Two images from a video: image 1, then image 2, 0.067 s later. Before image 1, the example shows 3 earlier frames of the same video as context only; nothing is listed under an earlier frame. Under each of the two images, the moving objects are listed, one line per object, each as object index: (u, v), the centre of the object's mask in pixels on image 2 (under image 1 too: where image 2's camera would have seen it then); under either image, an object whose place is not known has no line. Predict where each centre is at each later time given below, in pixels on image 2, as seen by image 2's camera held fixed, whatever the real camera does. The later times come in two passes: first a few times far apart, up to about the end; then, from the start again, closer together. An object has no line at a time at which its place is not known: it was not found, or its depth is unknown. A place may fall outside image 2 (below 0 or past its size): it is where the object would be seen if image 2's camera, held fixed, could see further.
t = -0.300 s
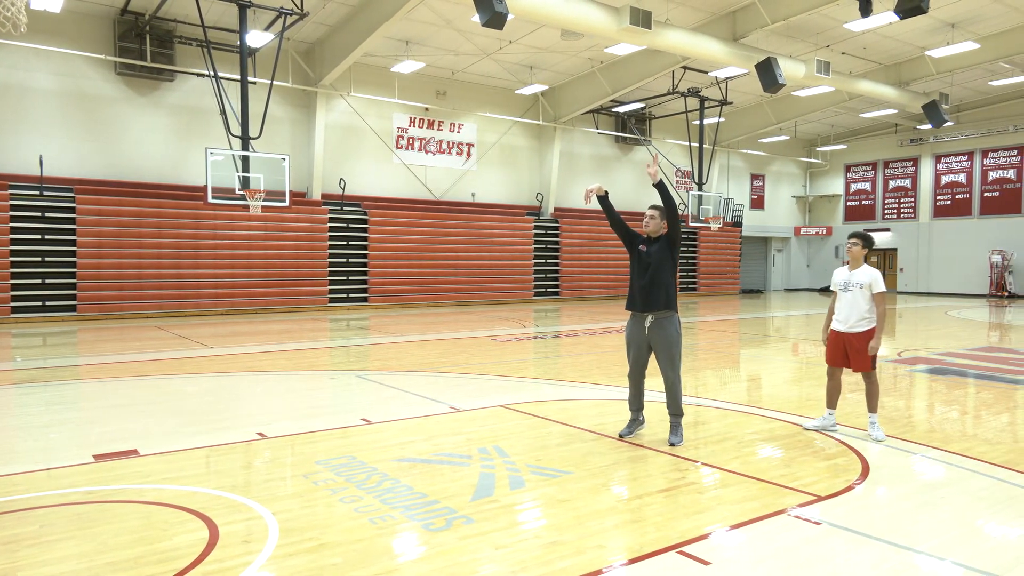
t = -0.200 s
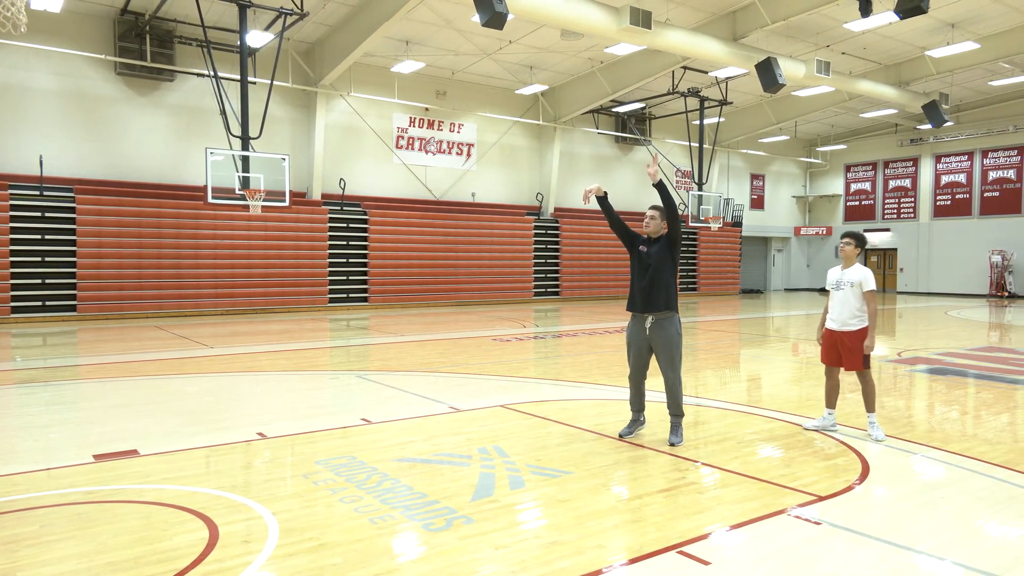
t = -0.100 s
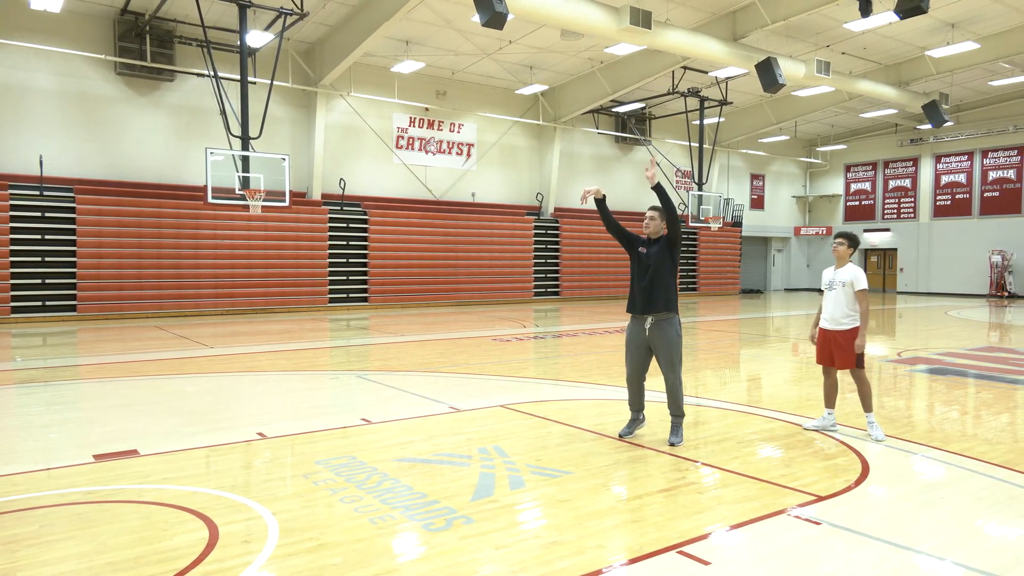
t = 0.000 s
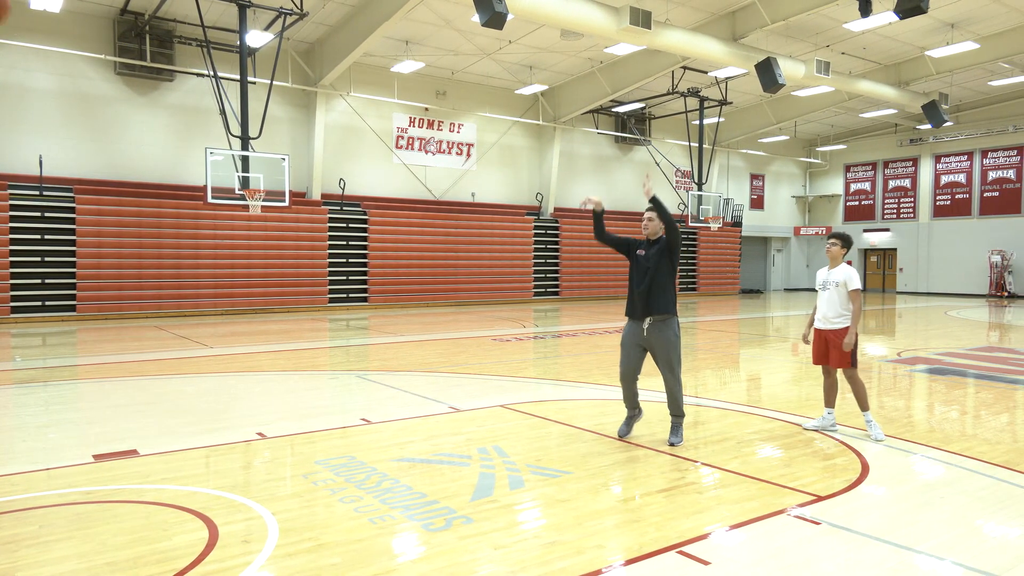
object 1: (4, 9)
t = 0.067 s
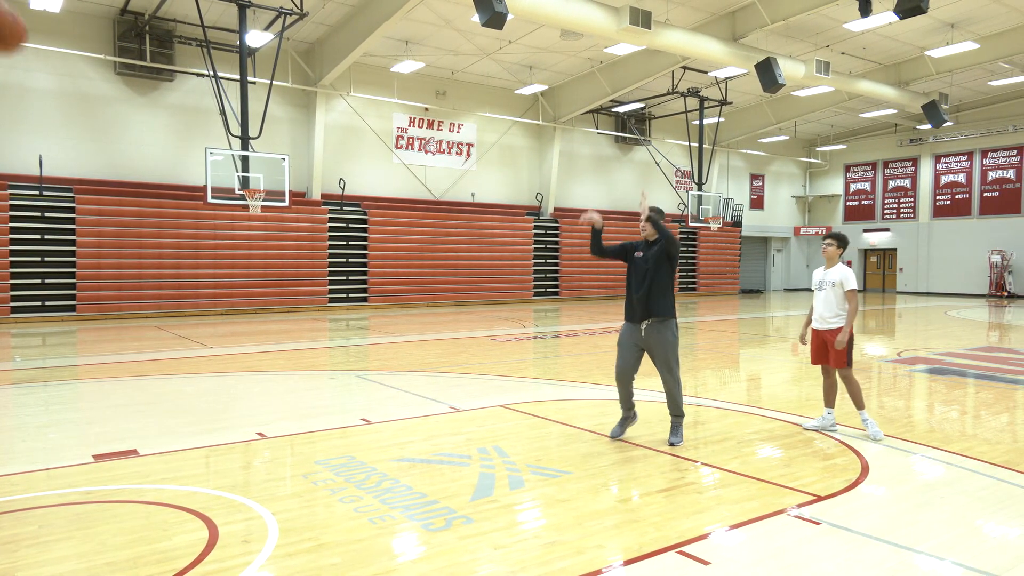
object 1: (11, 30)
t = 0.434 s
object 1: (89, 319)
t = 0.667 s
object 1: (139, 448)
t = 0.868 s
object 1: (180, 310)
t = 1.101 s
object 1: (225, 239)
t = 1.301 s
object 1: (261, 246)
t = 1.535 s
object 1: (299, 330)
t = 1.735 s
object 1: (329, 457)
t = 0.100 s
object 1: (15, 46)
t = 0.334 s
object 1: (67, 220)
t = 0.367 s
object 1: (74, 252)
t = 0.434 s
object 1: (89, 319)
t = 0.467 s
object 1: (96, 355)
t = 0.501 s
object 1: (103, 393)
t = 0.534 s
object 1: (111, 429)
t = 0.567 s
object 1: (118, 471)
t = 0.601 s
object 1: (125, 510)
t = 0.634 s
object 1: (132, 478)
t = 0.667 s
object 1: (139, 448)
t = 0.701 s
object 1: (146, 420)
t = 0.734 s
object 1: (153, 394)
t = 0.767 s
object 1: (159, 371)
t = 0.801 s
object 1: (166, 349)
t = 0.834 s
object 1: (173, 328)
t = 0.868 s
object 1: (180, 310)
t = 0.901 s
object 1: (187, 293)
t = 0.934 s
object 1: (194, 280)
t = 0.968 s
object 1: (200, 268)
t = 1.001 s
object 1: (206, 258)
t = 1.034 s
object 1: (212, 250)
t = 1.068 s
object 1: (218, 242)
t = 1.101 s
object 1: (225, 239)
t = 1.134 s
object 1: (231, 236)
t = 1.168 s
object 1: (237, 234)
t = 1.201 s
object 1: (243, 235)
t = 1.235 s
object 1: (249, 237)
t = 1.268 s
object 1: (254, 240)
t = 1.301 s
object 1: (261, 246)
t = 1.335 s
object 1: (266, 253)
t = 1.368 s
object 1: (272, 262)
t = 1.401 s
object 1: (278, 272)
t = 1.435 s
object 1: (284, 284)
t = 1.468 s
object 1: (289, 298)
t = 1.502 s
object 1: (294, 313)
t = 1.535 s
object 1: (299, 330)
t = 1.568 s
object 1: (304, 347)
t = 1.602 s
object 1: (309, 366)
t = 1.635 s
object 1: (314, 387)
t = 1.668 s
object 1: (319, 409)
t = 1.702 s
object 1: (324, 433)
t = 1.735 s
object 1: (329, 457)
